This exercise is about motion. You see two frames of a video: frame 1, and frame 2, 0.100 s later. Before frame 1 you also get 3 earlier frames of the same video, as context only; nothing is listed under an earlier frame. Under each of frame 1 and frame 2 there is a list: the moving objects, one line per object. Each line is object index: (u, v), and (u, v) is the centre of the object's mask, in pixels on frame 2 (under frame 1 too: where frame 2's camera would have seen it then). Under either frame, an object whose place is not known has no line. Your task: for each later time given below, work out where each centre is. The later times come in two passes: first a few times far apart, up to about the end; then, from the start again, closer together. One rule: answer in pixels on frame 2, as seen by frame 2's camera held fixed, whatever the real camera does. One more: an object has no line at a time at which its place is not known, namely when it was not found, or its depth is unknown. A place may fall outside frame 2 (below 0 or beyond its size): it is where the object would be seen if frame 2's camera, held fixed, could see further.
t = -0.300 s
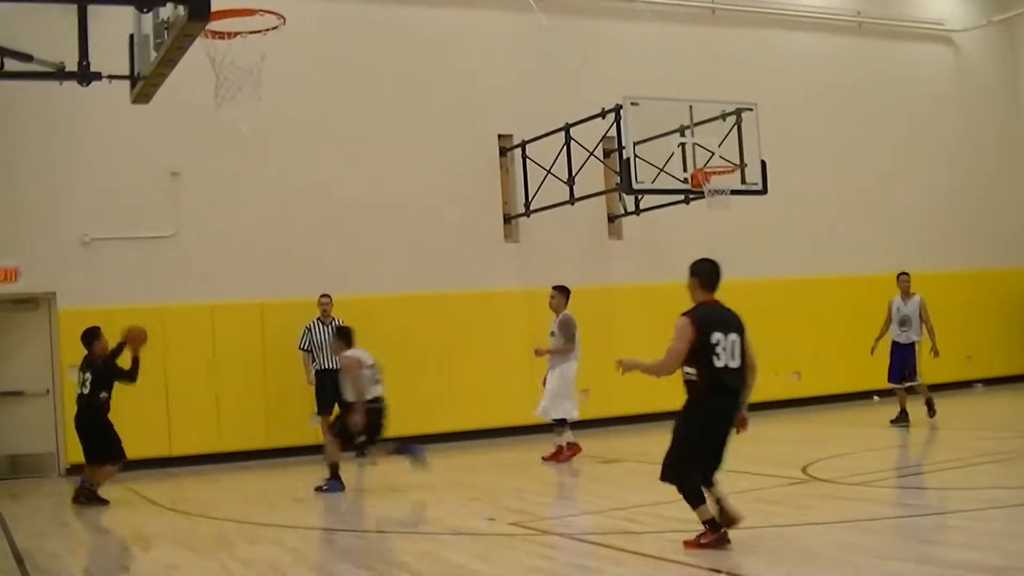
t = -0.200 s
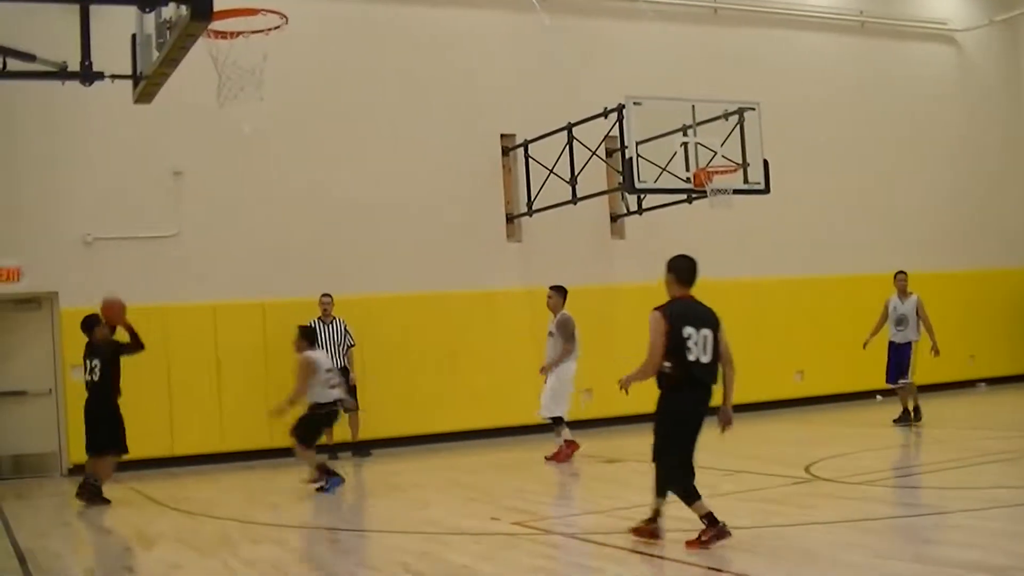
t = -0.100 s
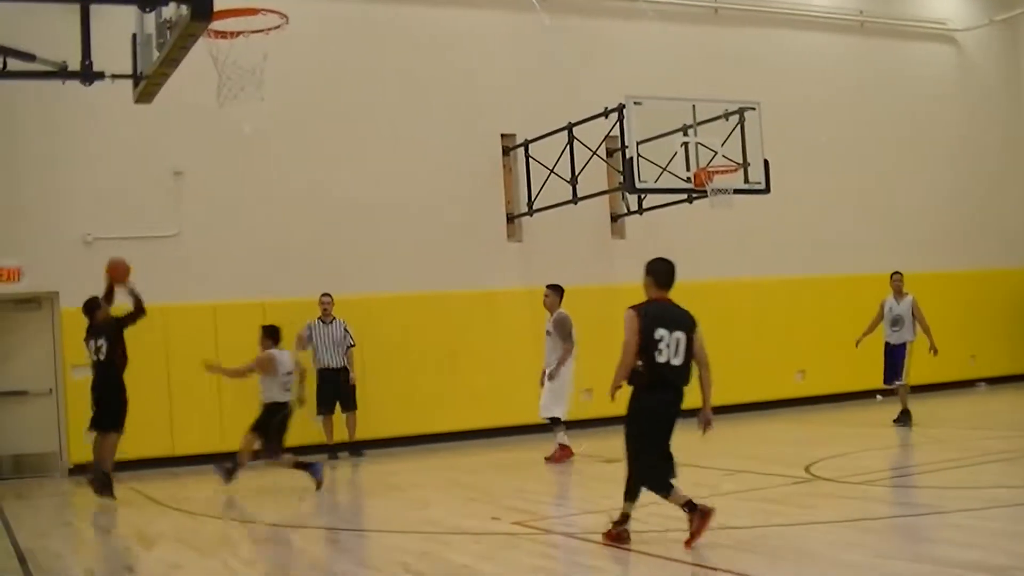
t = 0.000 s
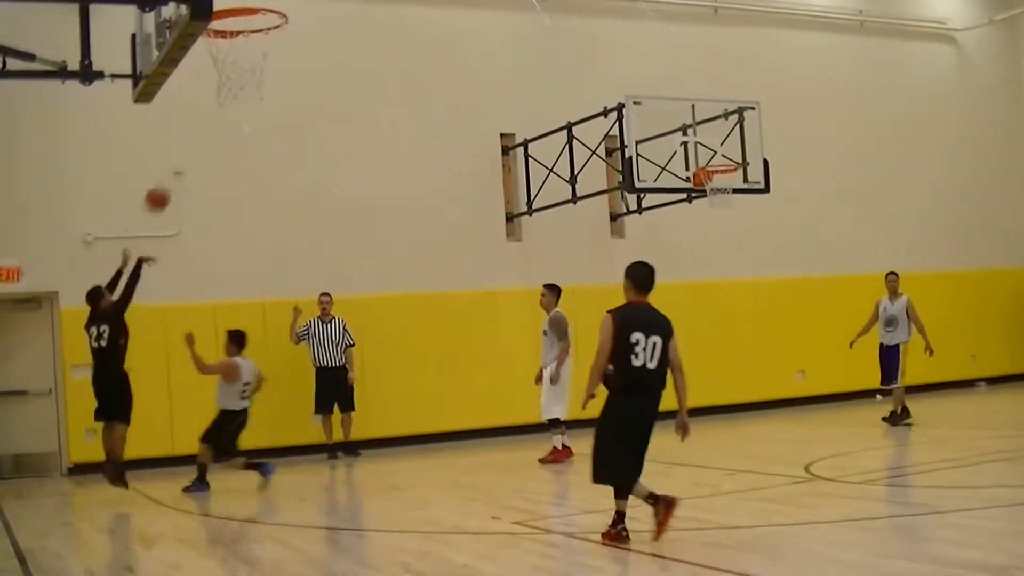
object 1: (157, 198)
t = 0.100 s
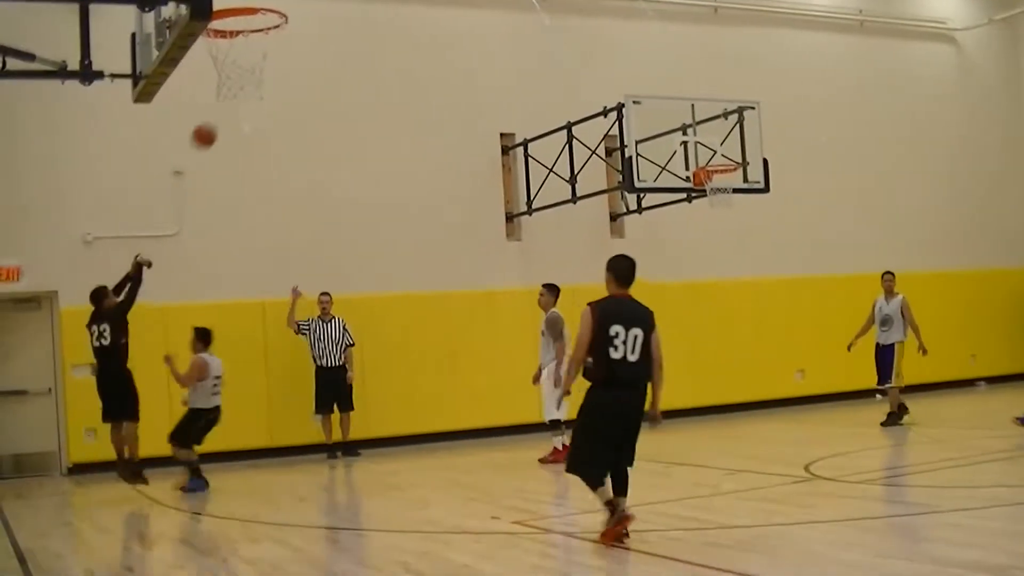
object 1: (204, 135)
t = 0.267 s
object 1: (281, 57)
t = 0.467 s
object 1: (369, 7)
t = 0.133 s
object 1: (219, 118)
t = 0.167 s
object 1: (235, 102)
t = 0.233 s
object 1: (270, 71)
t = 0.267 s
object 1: (281, 57)
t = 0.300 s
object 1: (296, 45)
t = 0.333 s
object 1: (311, 34)
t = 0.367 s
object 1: (326, 25)
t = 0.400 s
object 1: (340, 16)
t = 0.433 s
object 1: (355, 10)
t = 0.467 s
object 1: (369, 7)
